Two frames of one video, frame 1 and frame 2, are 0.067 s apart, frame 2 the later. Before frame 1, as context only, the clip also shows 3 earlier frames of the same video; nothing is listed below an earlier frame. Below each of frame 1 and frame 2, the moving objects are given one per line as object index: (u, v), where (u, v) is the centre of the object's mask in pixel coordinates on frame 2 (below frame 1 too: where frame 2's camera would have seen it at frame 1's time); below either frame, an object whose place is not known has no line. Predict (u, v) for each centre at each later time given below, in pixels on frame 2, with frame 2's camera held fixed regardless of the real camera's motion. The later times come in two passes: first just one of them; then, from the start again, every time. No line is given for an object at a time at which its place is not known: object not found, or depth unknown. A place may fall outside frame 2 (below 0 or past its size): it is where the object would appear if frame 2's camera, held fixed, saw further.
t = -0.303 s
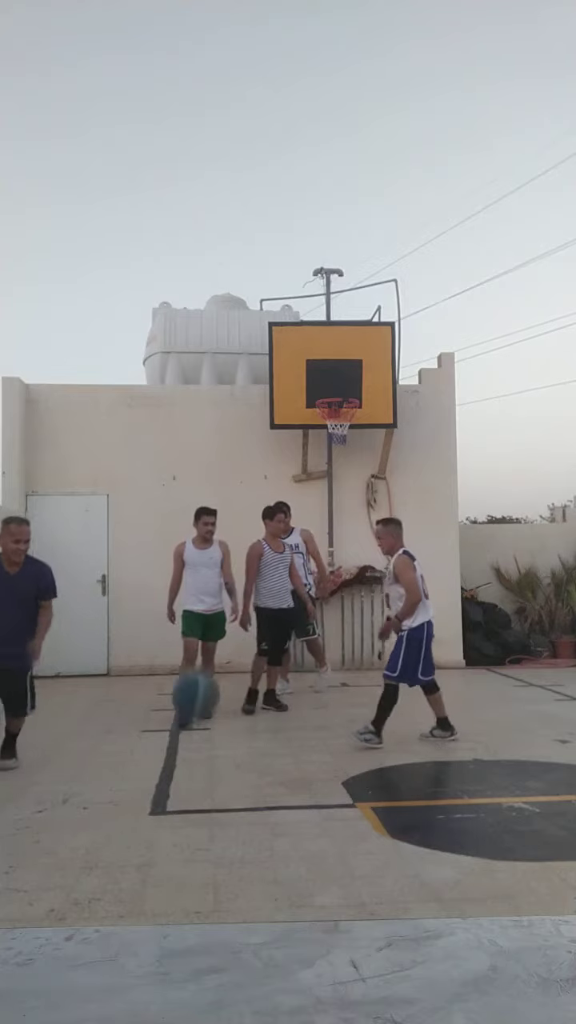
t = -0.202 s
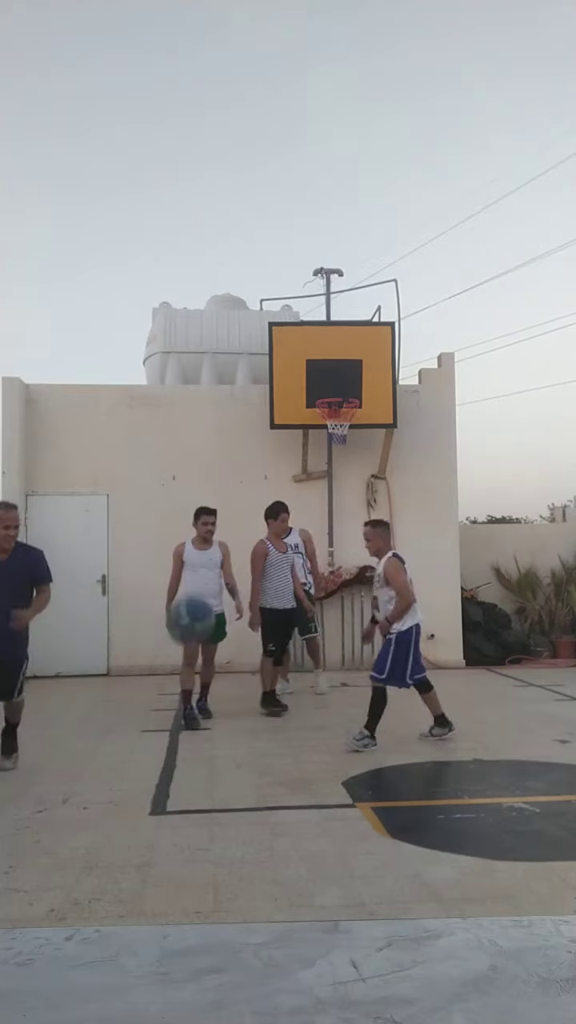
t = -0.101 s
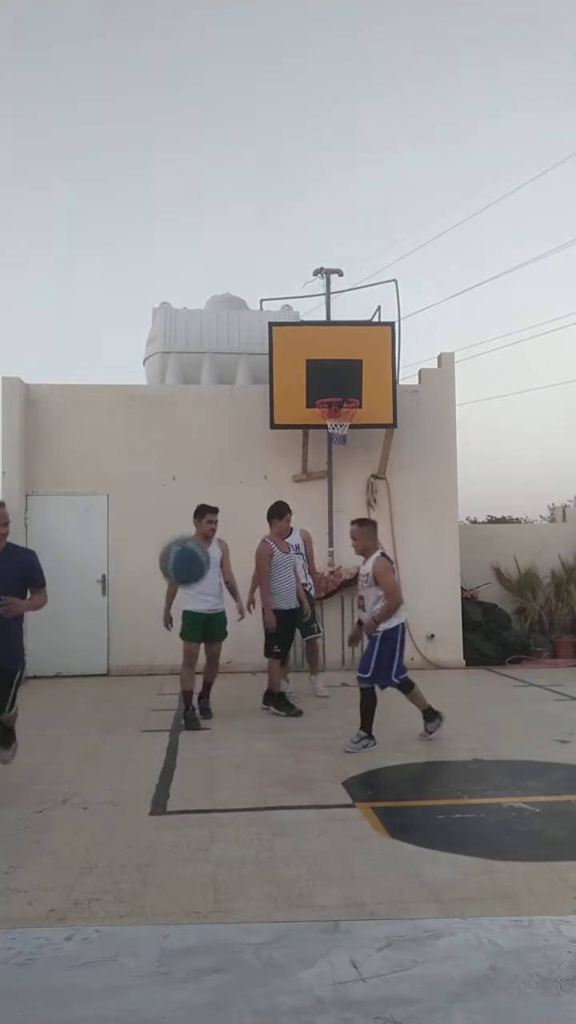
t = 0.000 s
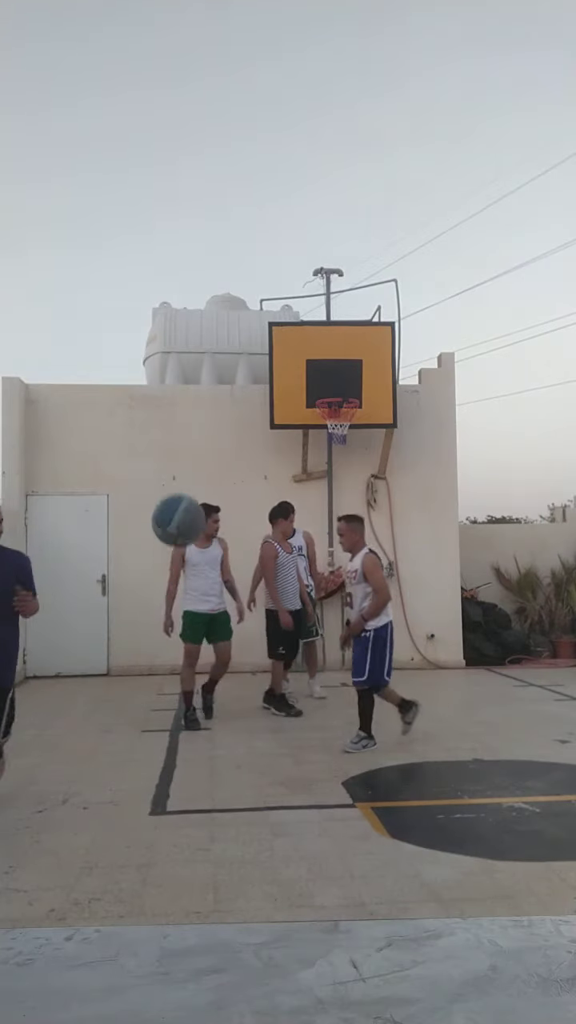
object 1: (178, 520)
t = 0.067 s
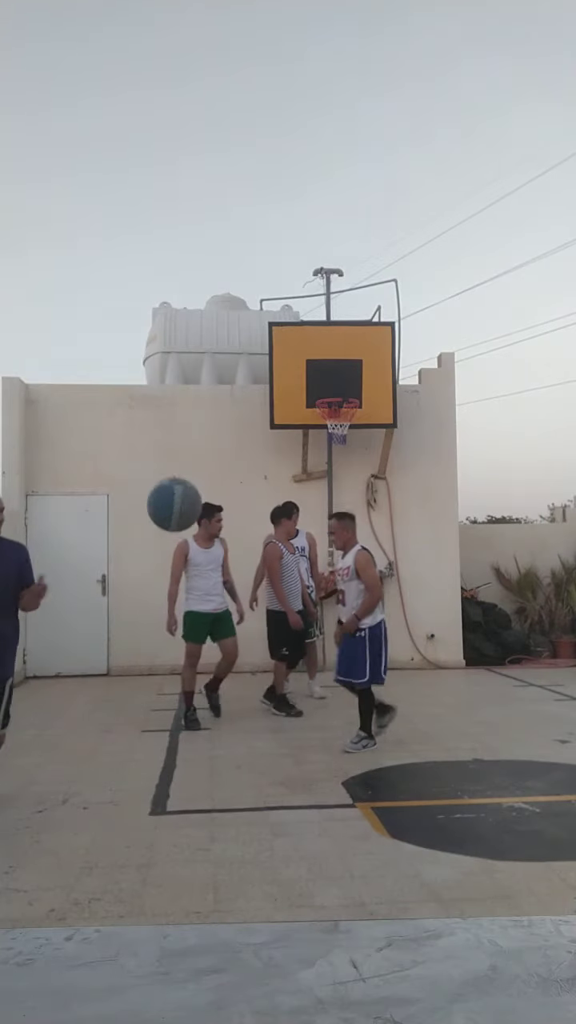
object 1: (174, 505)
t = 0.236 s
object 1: (164, 506)
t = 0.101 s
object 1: (172, 500)
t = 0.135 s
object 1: (170, 498)
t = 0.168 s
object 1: (168, 498)
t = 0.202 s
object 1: (166, 501)
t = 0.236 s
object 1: (164, 506)
